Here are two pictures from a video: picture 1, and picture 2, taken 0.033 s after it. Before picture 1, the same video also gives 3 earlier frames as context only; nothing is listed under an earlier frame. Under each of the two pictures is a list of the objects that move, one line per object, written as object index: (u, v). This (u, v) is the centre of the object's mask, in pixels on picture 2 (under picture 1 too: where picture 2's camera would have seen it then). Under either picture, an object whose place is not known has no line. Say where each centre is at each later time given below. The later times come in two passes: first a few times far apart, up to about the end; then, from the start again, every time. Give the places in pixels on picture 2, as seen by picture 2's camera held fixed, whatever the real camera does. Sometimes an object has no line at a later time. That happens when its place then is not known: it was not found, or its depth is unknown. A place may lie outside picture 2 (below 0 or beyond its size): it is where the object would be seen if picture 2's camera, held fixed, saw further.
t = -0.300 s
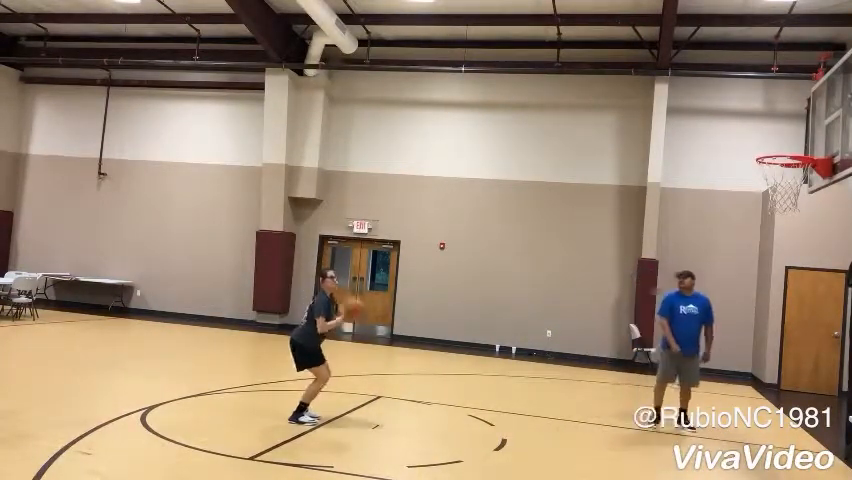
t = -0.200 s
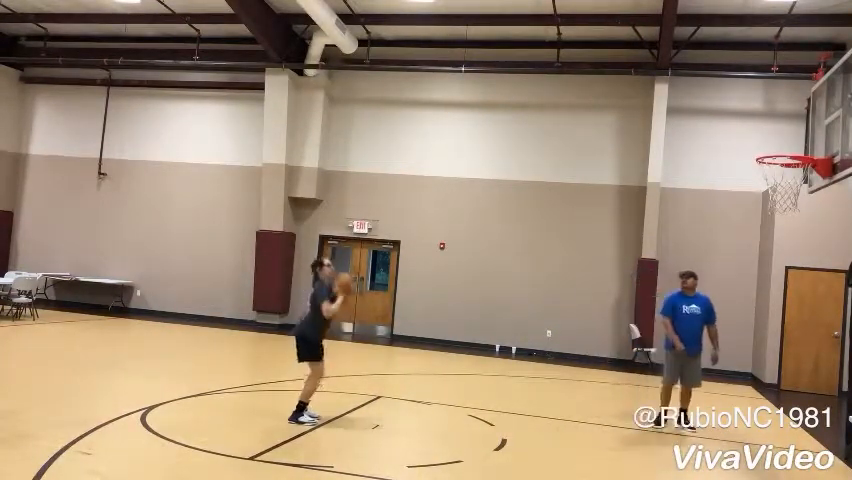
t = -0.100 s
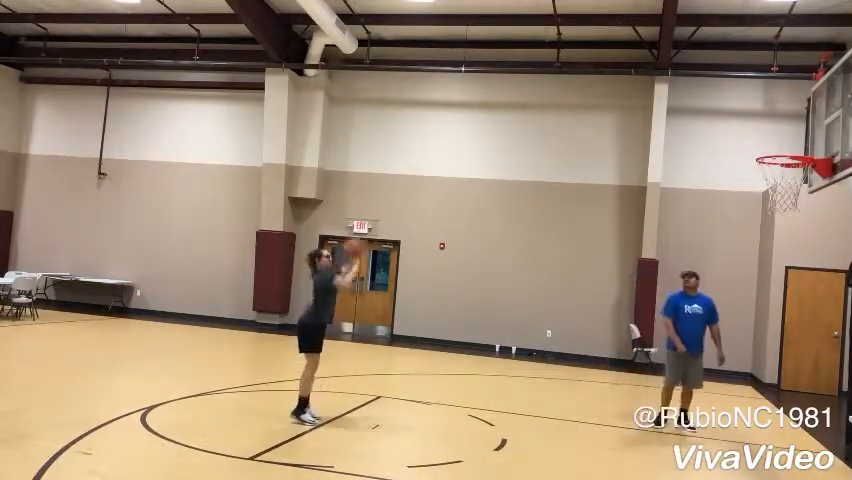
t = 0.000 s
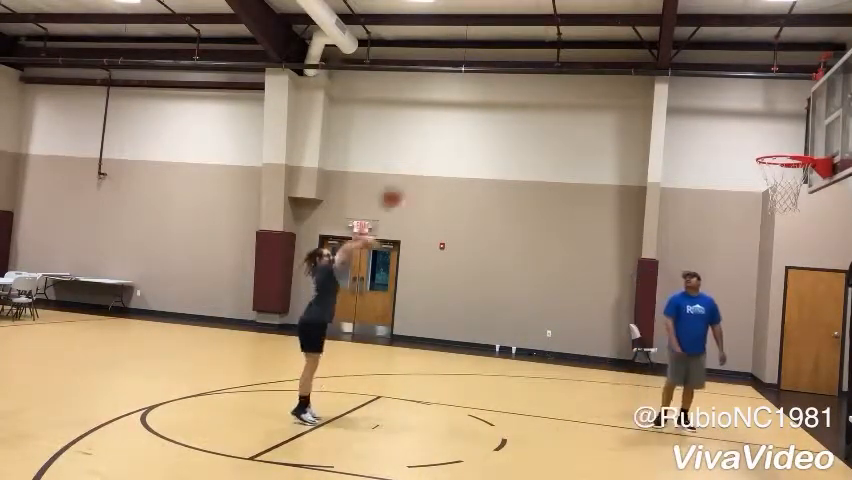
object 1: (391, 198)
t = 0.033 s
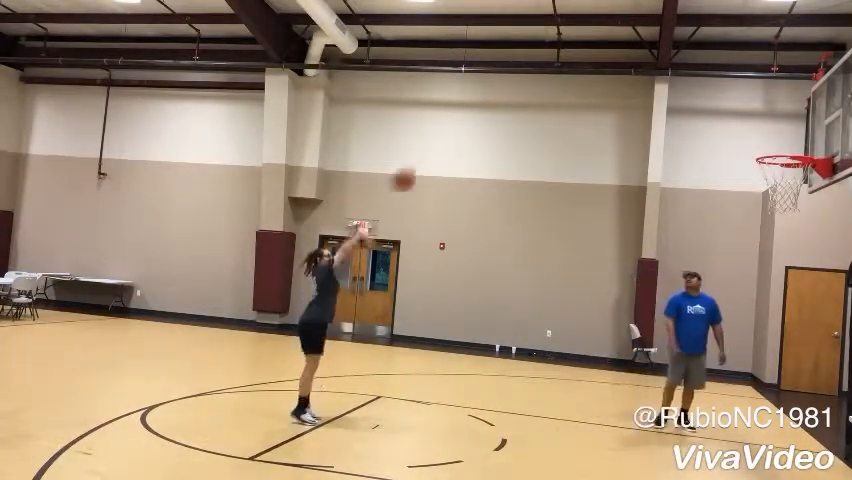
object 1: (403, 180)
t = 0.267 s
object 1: (492, 90)
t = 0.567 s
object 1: (610, 44)
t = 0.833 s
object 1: (713, 76)
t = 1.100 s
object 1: (785, 176)
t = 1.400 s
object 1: (754, 184)
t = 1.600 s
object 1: (747, 226)
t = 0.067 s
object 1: (416, 163)
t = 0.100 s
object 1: (429, 149)
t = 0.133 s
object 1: (442, 135)
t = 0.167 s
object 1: (455, 122)
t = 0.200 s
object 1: (468, 110)
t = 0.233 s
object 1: (481, 99)
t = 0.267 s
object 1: (492, 90)
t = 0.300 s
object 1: (507, 78)
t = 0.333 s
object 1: (520, 68)
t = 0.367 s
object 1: (532, 62)
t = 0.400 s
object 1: (545, 56)
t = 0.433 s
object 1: (558, 51)
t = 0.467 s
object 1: (570, 47)
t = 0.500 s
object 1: (585, 47)
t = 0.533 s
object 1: (597, 45)
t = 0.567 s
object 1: (610, 44)
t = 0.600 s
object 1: (622, 43)
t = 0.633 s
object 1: (635, 44)
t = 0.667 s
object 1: (649, 45)
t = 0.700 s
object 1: (661, 49)
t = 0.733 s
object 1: (673, 53)
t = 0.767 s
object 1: (686, 59)
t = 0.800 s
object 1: (699, 66)
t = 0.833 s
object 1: (713, 76)
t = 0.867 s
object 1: (725, 85)
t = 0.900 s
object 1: (736, 98)
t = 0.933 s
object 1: (749, 109)
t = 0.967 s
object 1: (762, 123)
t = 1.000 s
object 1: (775, 136)
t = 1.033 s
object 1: (789, 151)
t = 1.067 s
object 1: (794, 168)
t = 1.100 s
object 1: (785, 176)
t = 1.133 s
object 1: (777, 186)
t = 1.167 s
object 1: (770, 186)
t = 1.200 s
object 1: (766, 184)
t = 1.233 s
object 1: (762, 182)
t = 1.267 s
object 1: (759, 181)
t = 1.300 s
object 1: (758, 180)
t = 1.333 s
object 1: (756, 180)
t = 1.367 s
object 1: (756, 181)
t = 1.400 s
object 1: (754, 184)
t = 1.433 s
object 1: (753, 188)
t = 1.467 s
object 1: (753, 193)
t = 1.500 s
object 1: (751, 200)
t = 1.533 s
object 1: (750, 207)
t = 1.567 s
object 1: (749, 216)
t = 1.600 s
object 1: (747, 226)
